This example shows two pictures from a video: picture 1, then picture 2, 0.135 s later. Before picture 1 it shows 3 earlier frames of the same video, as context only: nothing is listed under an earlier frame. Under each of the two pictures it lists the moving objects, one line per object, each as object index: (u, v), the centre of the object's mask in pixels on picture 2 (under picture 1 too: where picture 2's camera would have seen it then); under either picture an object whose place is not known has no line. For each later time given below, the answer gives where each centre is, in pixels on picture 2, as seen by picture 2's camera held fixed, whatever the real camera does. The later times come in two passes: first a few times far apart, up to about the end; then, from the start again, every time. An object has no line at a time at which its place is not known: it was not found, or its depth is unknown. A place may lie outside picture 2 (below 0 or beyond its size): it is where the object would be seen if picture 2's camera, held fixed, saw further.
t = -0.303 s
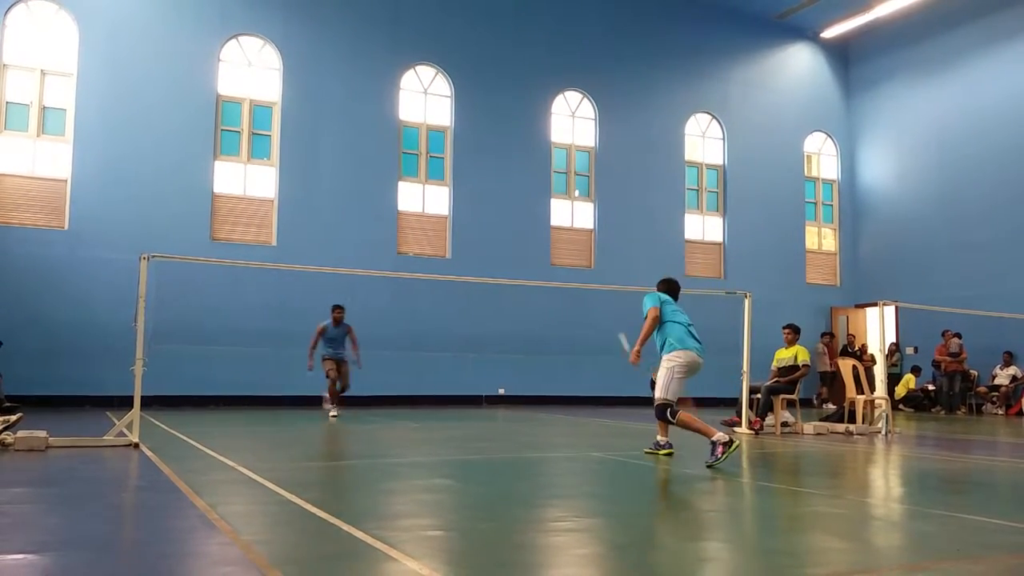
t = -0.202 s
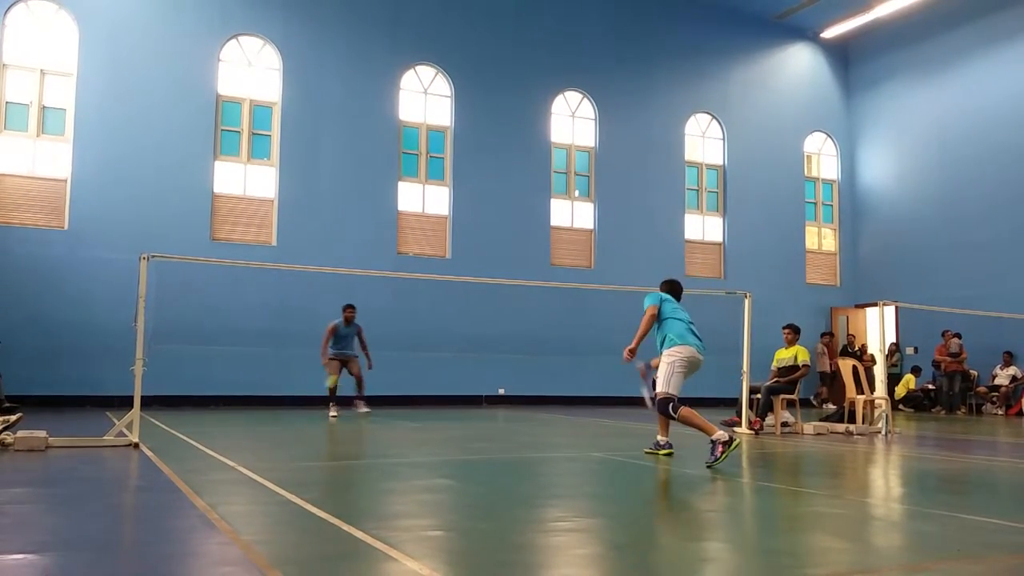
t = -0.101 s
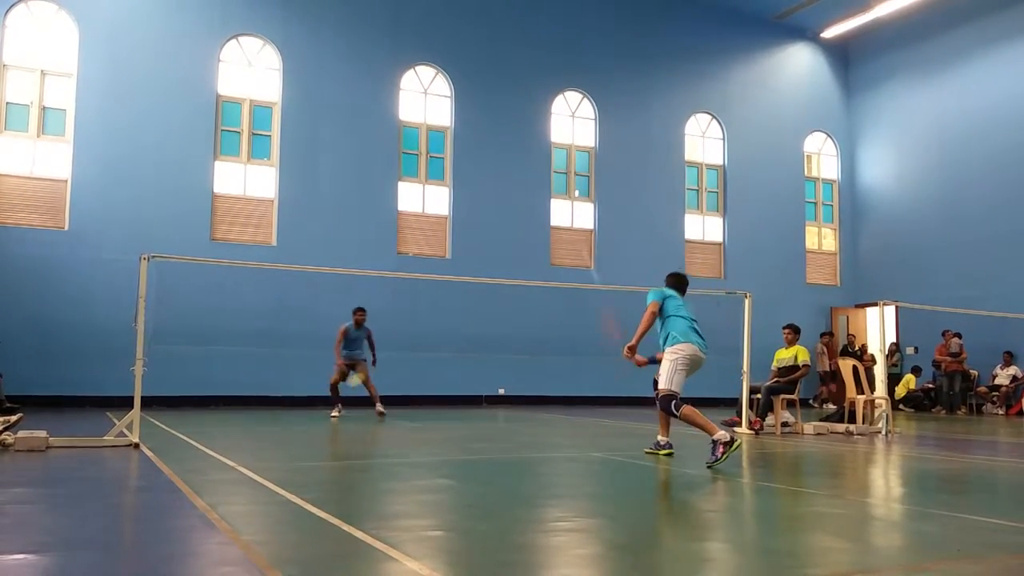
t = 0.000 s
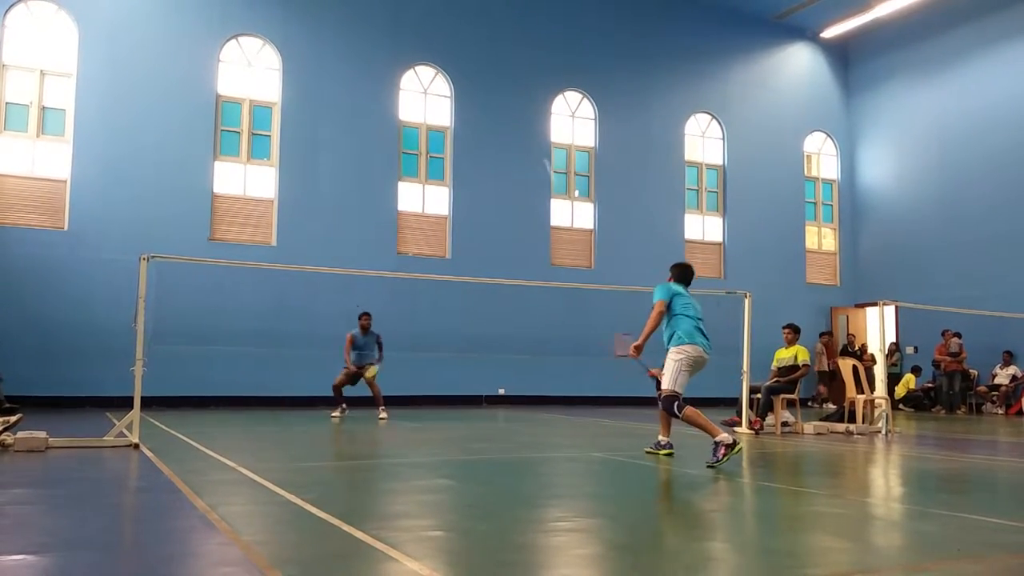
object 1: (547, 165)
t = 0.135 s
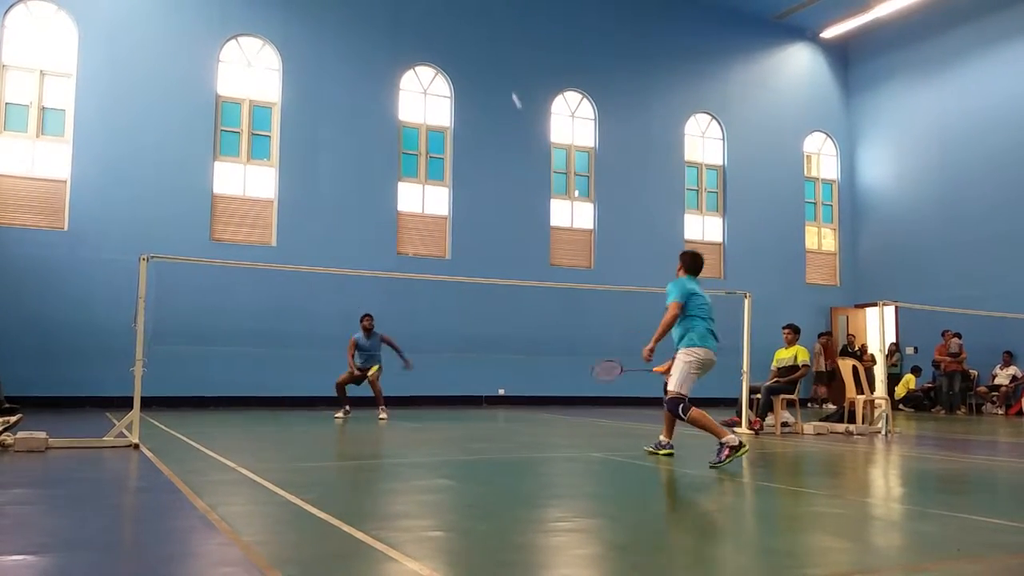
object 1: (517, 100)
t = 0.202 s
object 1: (503, 79)
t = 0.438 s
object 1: (470, 46)
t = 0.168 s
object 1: (510, 90)
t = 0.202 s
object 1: (503, 79)
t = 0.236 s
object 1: (498, 71)
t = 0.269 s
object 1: (492, 64)
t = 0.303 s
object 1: (487, 58)
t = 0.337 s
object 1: (483, 54)
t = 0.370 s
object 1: (478, 50)
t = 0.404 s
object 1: (474, 48)
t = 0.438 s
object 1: (470, 46)
